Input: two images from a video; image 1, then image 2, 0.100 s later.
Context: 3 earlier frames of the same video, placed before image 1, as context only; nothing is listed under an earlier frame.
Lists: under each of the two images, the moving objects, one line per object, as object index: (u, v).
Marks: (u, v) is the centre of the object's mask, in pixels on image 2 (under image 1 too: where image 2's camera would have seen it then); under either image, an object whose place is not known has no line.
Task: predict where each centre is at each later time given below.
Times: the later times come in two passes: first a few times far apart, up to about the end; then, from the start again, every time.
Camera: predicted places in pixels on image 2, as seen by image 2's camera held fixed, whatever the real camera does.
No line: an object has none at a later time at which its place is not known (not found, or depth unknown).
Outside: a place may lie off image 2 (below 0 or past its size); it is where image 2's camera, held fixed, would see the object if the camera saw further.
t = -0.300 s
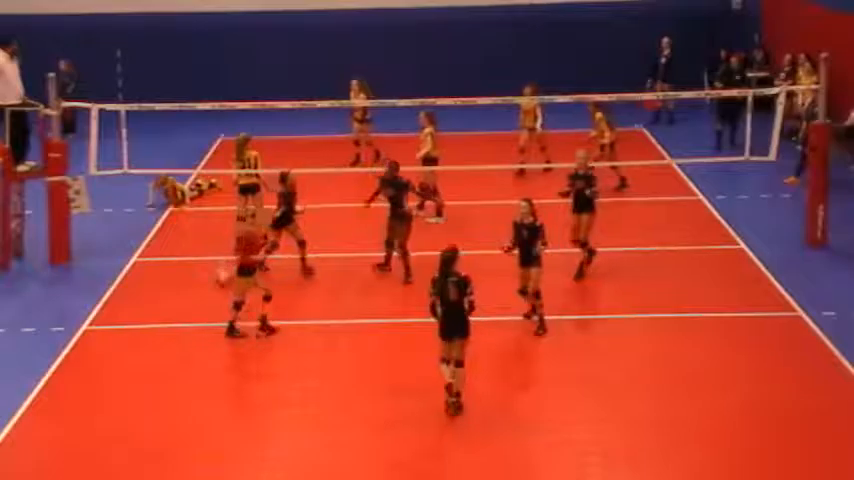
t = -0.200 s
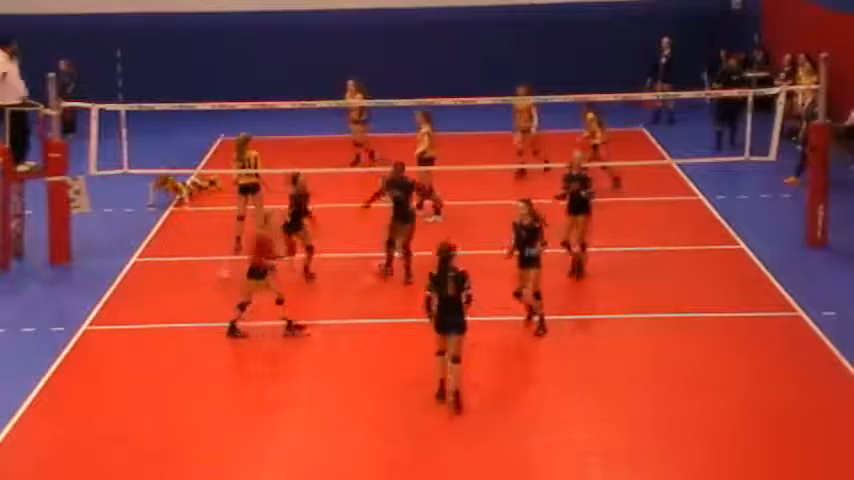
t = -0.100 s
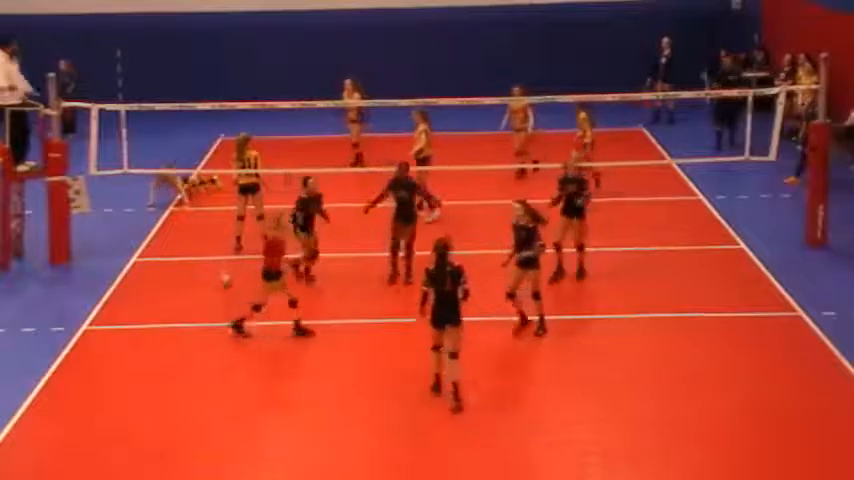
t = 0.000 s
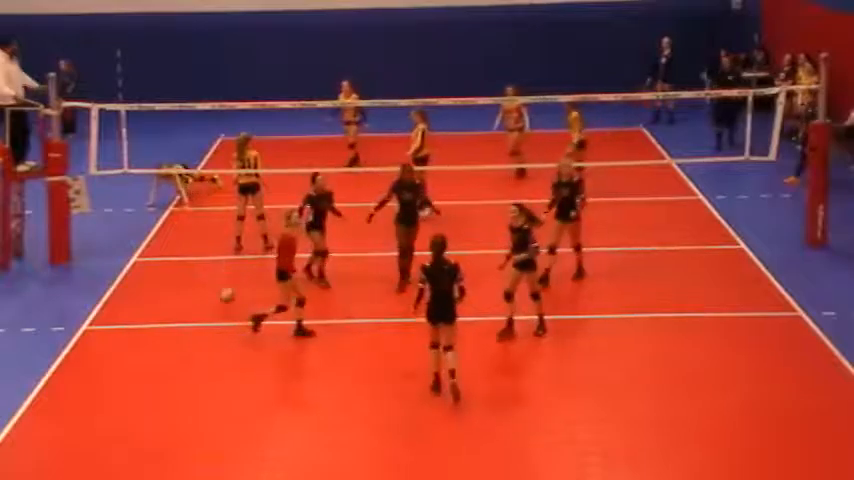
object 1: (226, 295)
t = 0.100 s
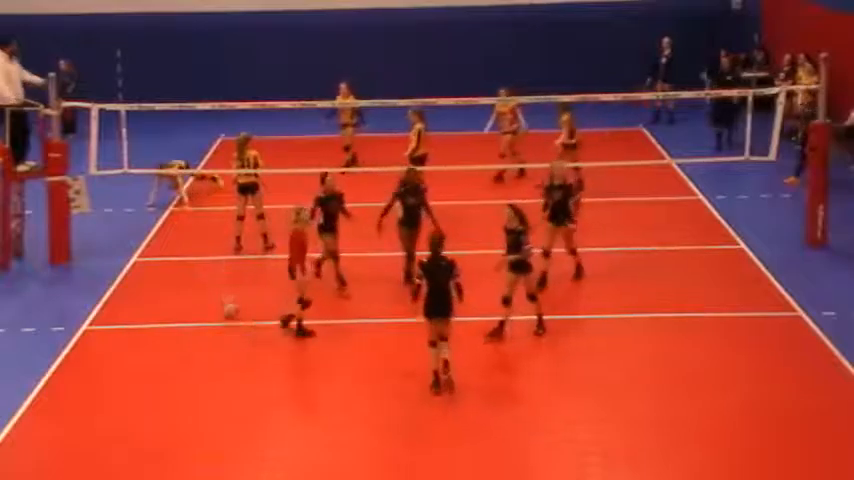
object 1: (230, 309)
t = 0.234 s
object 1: (231, 316)
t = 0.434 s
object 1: (235, 342)
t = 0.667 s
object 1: (240, 368)
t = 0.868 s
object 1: (242, 390)
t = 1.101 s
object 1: (246, 417)
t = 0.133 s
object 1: (231, 311)
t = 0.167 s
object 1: (229, 312)
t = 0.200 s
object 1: (230, 313)
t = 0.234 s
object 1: (231, 316)
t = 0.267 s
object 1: (231, 318)
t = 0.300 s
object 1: (233, 325)
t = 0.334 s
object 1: (233, 336)
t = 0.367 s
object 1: (234, 337)
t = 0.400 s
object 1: (235, 338)
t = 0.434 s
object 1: (235, 342)
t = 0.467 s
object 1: (236, 345)
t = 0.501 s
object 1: (237, 349)
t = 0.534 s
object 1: (236, 354)
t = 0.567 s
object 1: (237, 357)
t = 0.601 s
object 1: (238, 360)
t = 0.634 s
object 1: (239, 364)
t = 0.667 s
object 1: (240, 368)
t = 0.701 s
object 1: (239, 371)
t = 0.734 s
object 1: (240, 374)
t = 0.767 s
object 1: (240, 378)
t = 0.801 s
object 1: (241, 381)
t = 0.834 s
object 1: (242, 388)
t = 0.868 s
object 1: (242, 390)
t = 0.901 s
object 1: (243, 393)
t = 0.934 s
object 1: (243, 397)
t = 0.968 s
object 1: (245, 401)
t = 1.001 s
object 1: (245, 405)
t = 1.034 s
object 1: (246, 409)
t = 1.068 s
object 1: (246, 414)
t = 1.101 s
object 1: (246, 417)
